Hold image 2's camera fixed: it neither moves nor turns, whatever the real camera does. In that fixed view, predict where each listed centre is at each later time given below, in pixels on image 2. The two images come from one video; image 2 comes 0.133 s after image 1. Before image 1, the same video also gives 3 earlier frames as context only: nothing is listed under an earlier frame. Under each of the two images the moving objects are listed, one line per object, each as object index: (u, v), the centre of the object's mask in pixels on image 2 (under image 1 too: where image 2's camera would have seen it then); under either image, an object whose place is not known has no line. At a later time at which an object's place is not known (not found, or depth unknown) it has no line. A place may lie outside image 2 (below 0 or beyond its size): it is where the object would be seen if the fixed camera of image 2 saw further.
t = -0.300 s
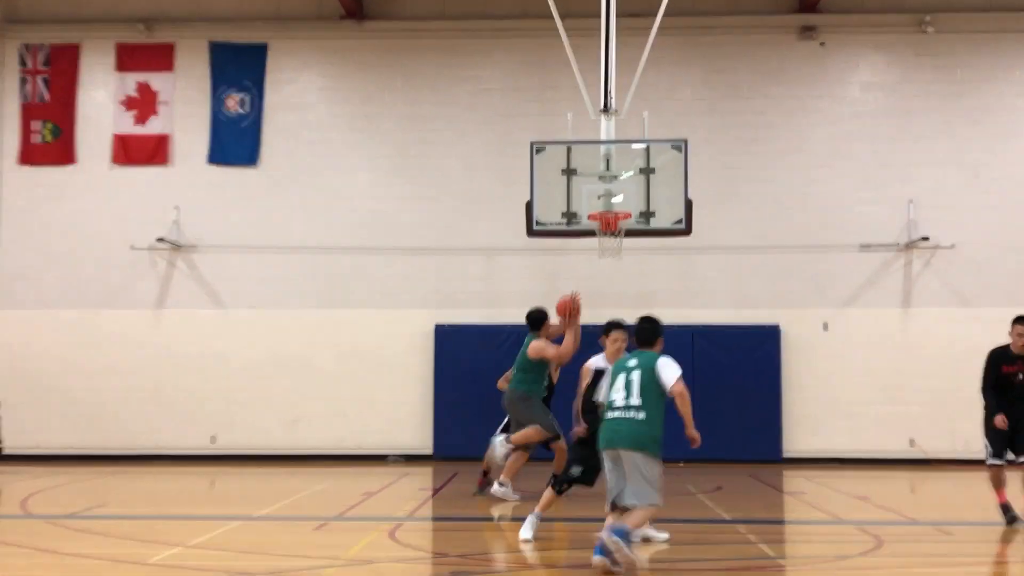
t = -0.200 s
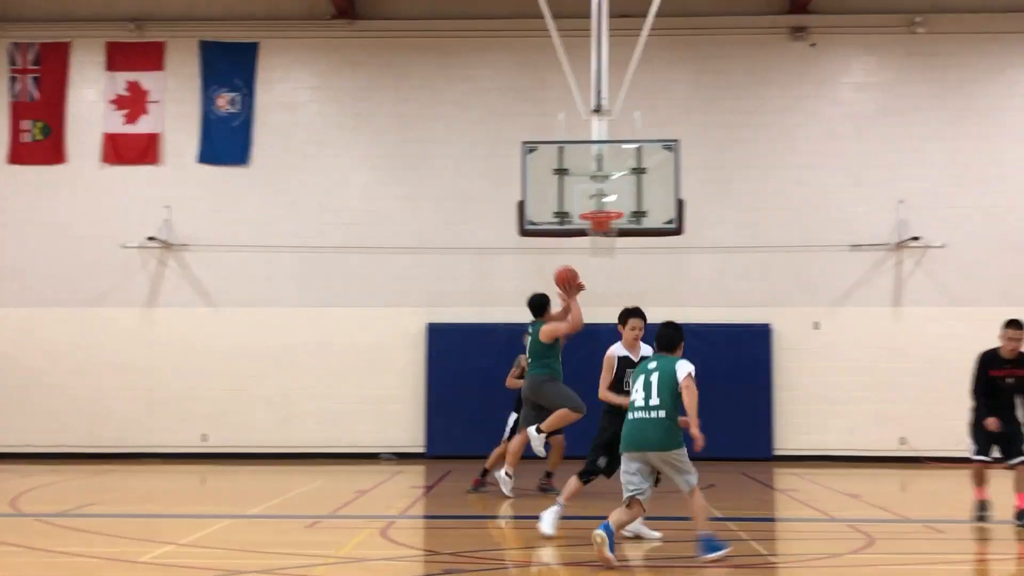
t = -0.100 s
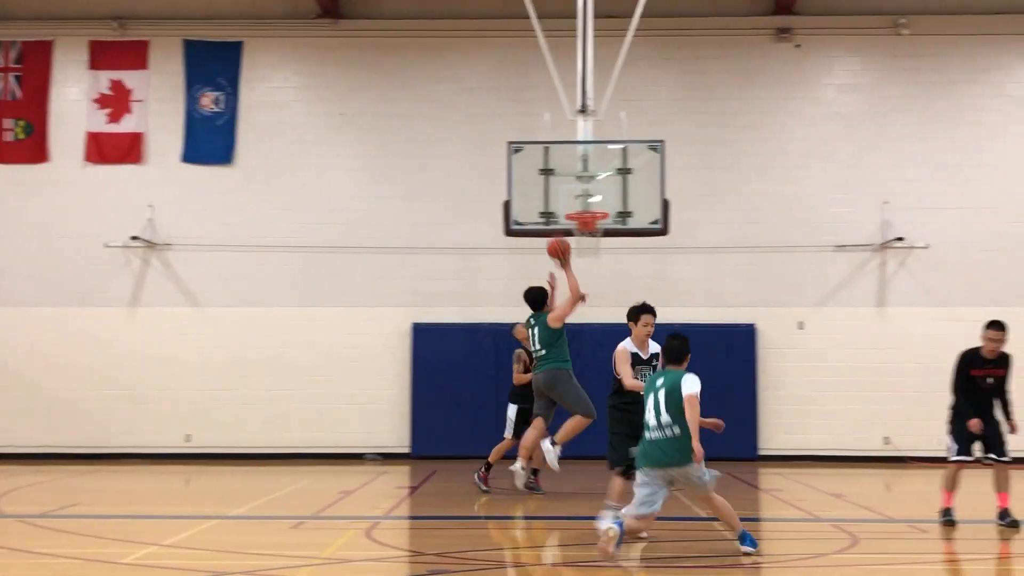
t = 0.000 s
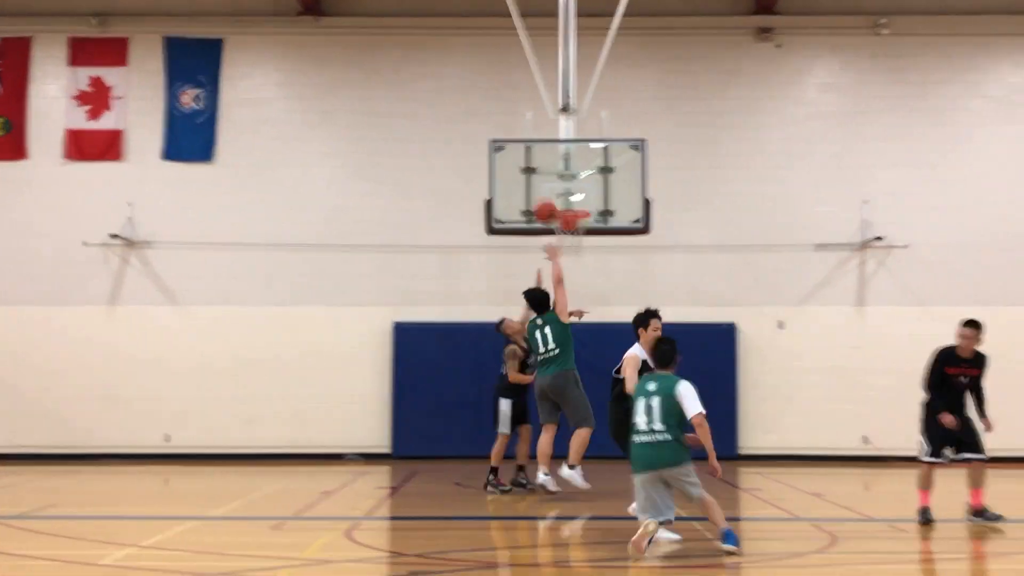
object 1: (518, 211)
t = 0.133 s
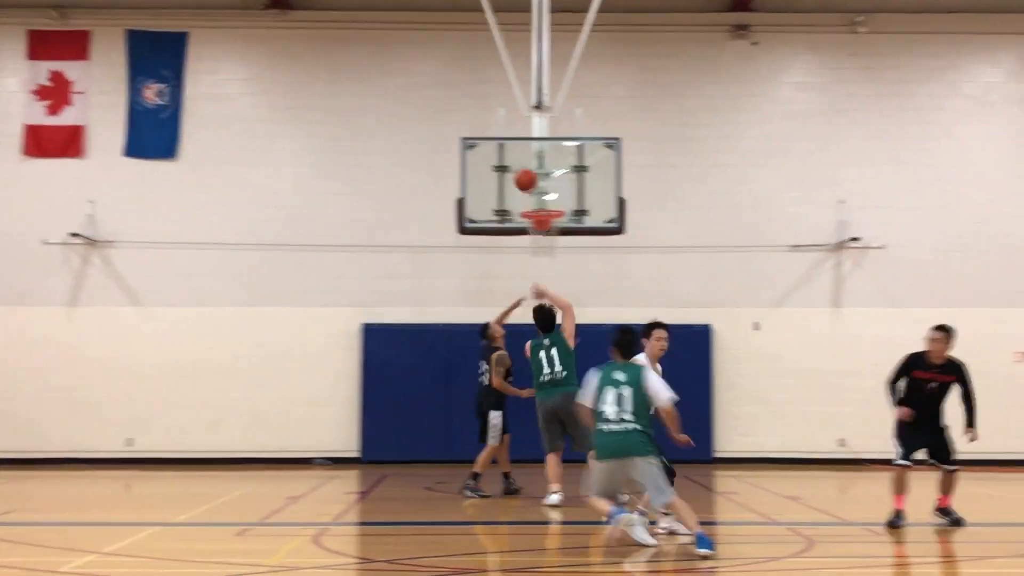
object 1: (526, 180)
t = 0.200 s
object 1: (530, 171)
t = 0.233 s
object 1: (531, 169)
